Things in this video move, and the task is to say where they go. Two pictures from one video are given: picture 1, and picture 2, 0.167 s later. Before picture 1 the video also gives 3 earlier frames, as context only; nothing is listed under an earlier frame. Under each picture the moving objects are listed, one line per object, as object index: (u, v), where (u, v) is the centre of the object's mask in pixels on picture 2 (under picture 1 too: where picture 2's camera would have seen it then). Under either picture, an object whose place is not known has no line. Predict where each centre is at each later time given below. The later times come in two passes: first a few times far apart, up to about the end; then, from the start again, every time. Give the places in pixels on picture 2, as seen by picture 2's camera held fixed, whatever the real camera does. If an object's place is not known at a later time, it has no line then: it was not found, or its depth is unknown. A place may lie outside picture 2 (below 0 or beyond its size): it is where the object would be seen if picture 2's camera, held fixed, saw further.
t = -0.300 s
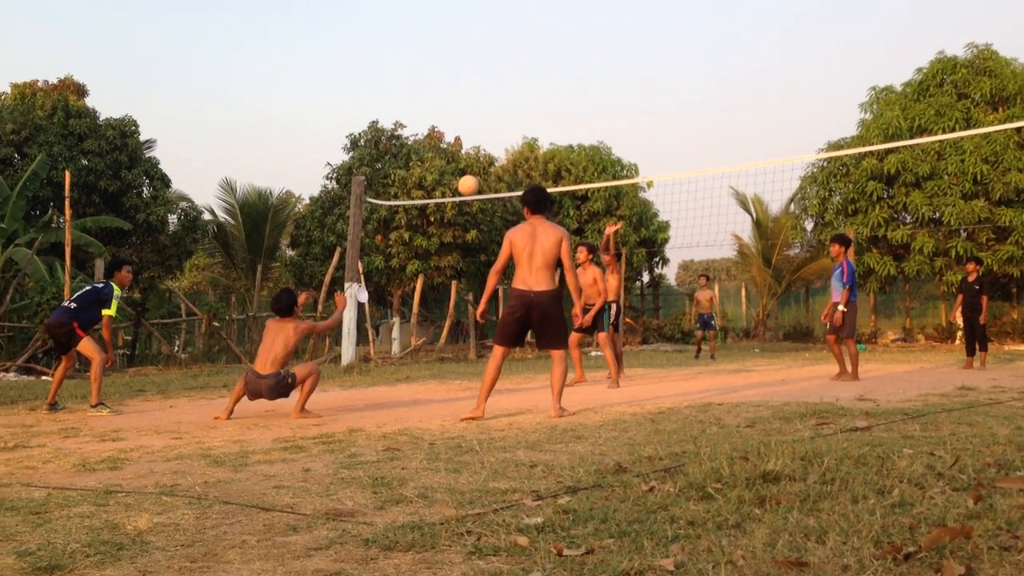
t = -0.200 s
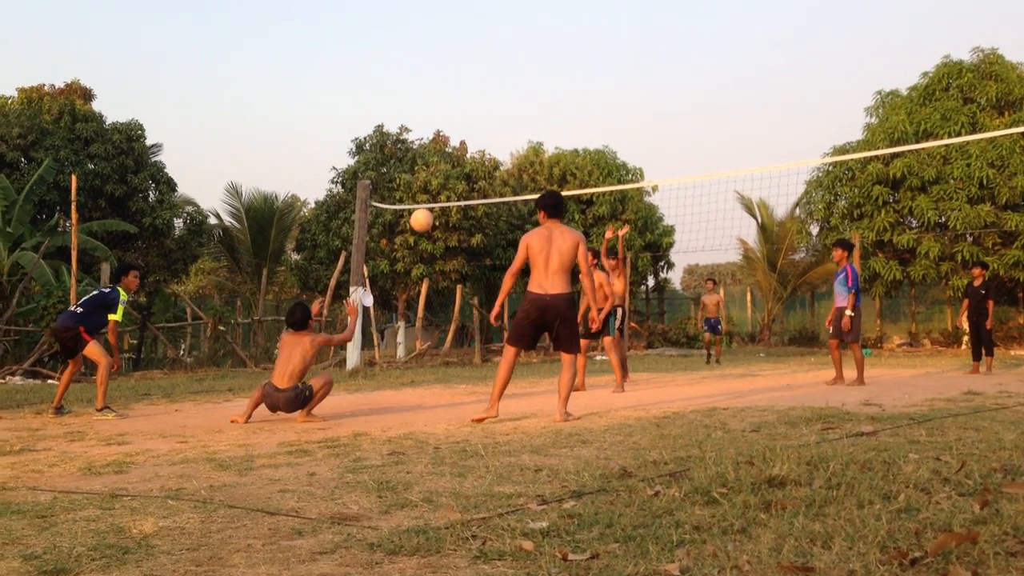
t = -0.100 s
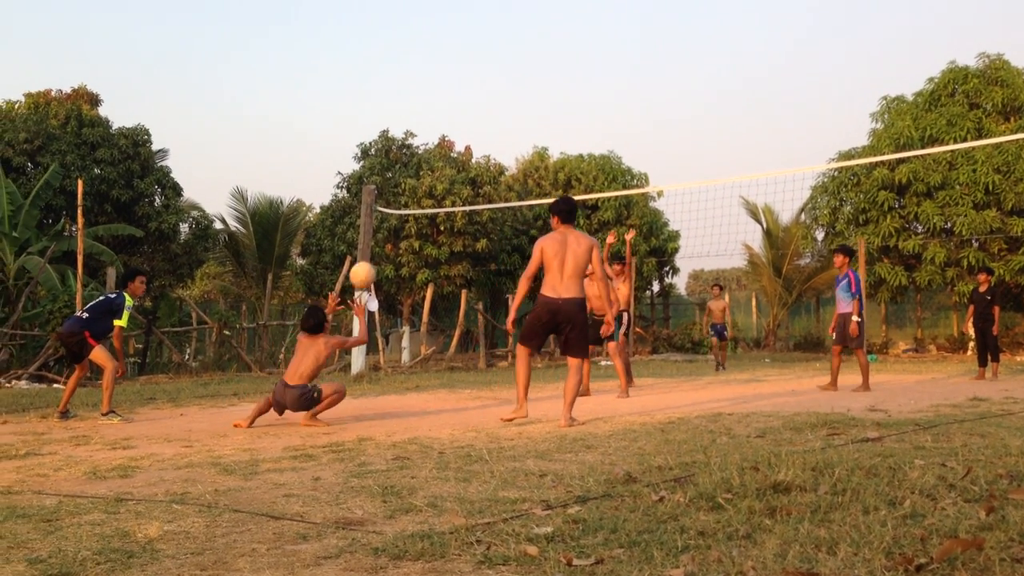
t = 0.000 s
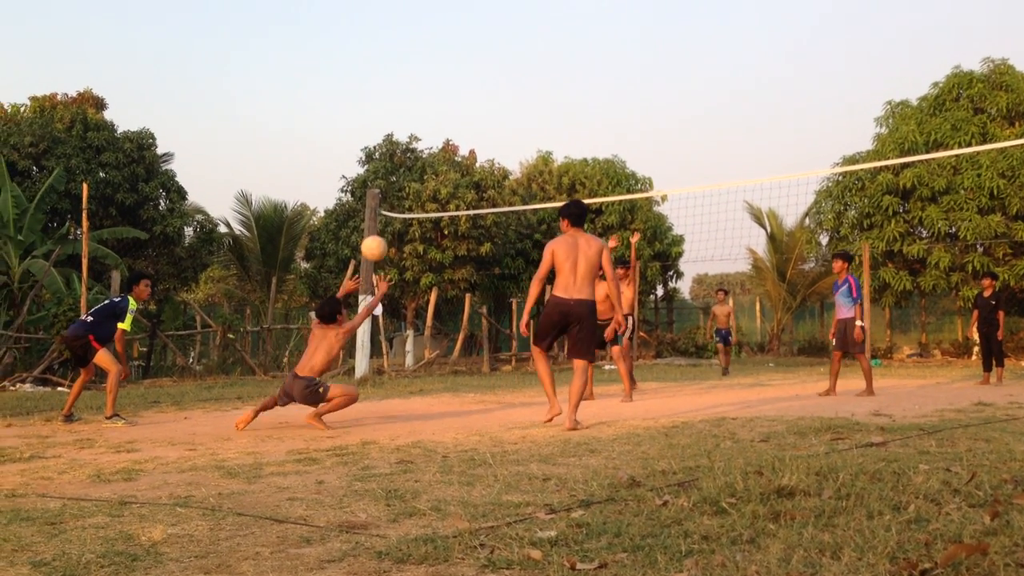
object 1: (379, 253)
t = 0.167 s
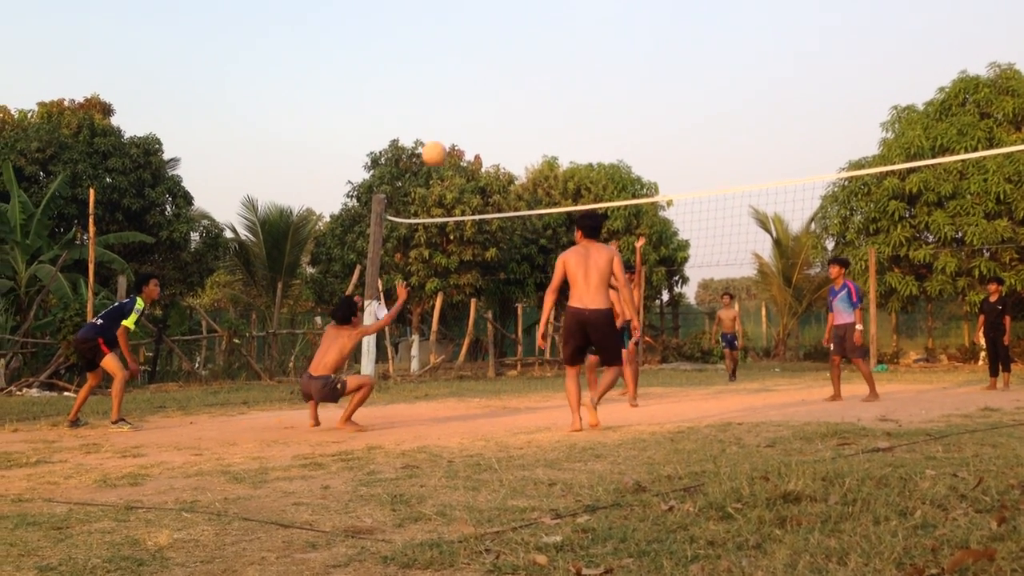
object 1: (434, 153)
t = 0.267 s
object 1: (467, 110)
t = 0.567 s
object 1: (558, 51)
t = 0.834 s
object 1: (631, 80)
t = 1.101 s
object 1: (700, 179)
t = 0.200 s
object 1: (445, 138)
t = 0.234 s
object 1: (456, 123)
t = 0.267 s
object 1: (467, 110)
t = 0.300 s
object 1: (477, 99)
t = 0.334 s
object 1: (487, 89)
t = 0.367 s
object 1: (497, 80)
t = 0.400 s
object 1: (508, 72)
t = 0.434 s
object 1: (518, 65)
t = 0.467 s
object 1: (528, 60)
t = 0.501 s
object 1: (538, 56)
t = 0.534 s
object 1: (548, 53)
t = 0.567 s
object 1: (558, 51)
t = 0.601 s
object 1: (567, 51)
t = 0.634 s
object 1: (576, 52)
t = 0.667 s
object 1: (586, 54)
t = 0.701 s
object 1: (595, 57)
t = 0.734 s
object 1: (604, 61)
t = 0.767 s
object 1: (614, 66)
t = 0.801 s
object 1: (623, 72)
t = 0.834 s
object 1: (631, 80)
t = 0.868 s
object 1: (640, 89)
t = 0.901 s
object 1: (649, 98)
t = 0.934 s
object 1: (657, 109)
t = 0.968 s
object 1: (666, 121)
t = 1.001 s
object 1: (675, 133)
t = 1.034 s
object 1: (683, 147)
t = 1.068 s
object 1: (692, 162)
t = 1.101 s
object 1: (700, 179)
